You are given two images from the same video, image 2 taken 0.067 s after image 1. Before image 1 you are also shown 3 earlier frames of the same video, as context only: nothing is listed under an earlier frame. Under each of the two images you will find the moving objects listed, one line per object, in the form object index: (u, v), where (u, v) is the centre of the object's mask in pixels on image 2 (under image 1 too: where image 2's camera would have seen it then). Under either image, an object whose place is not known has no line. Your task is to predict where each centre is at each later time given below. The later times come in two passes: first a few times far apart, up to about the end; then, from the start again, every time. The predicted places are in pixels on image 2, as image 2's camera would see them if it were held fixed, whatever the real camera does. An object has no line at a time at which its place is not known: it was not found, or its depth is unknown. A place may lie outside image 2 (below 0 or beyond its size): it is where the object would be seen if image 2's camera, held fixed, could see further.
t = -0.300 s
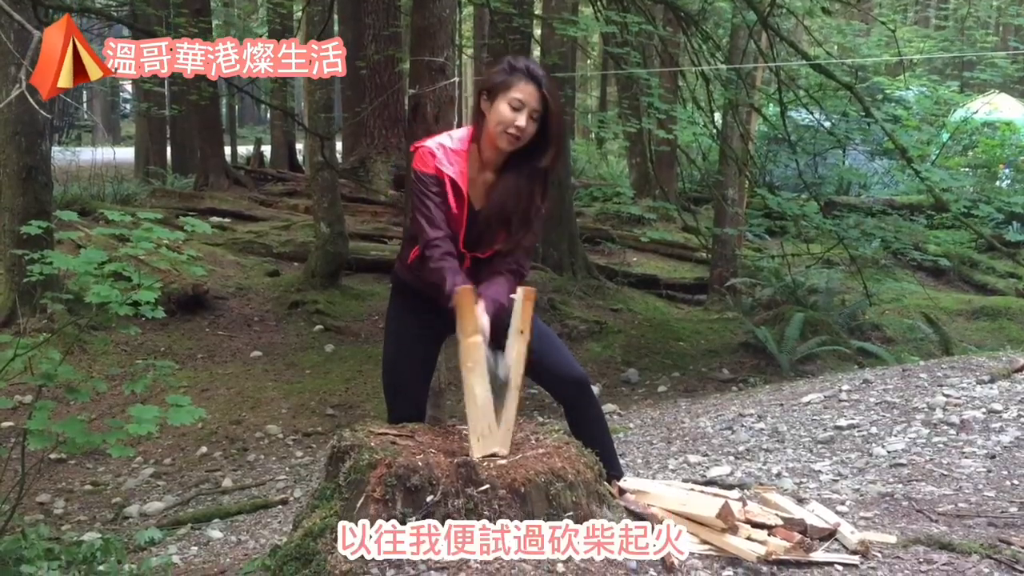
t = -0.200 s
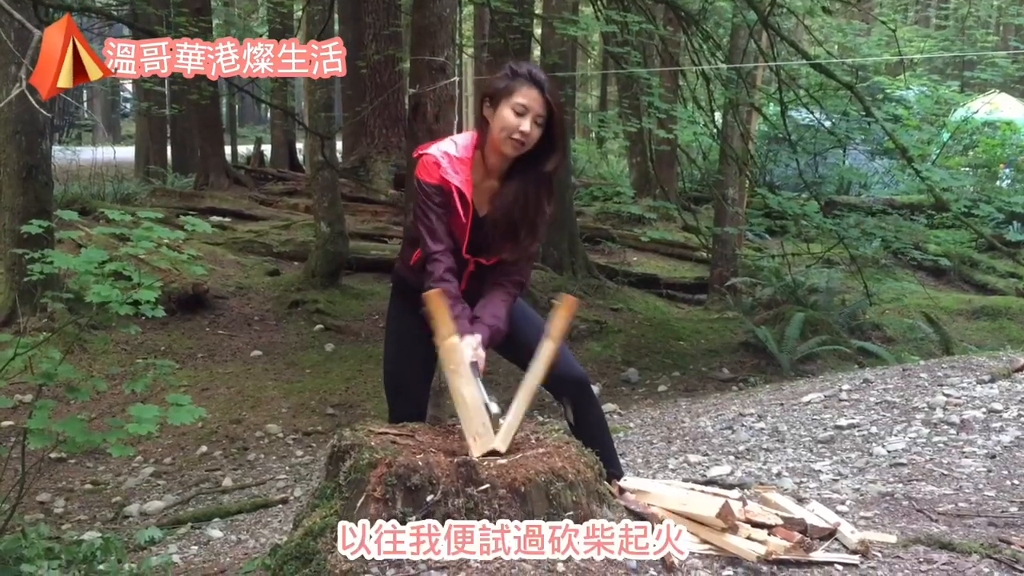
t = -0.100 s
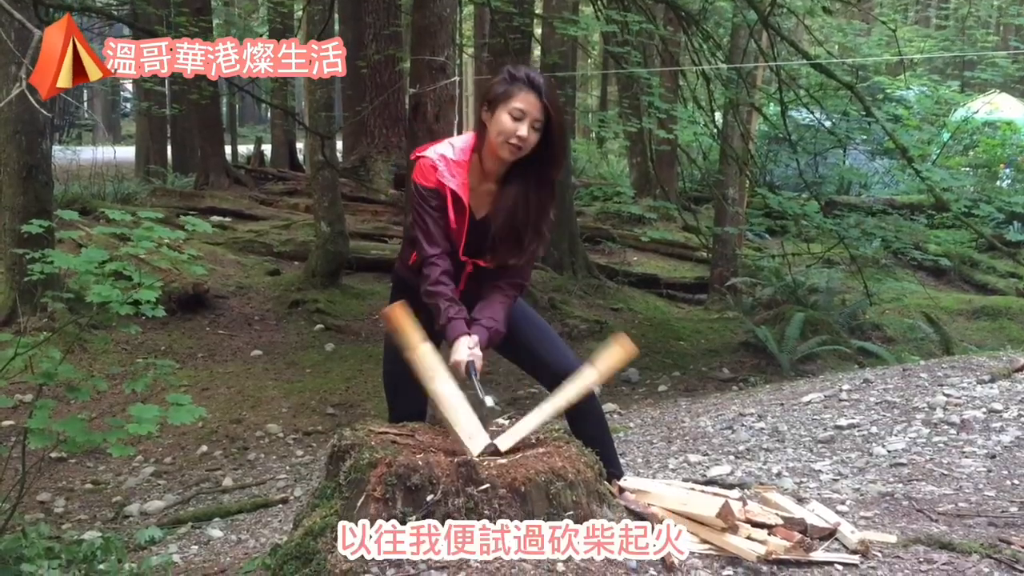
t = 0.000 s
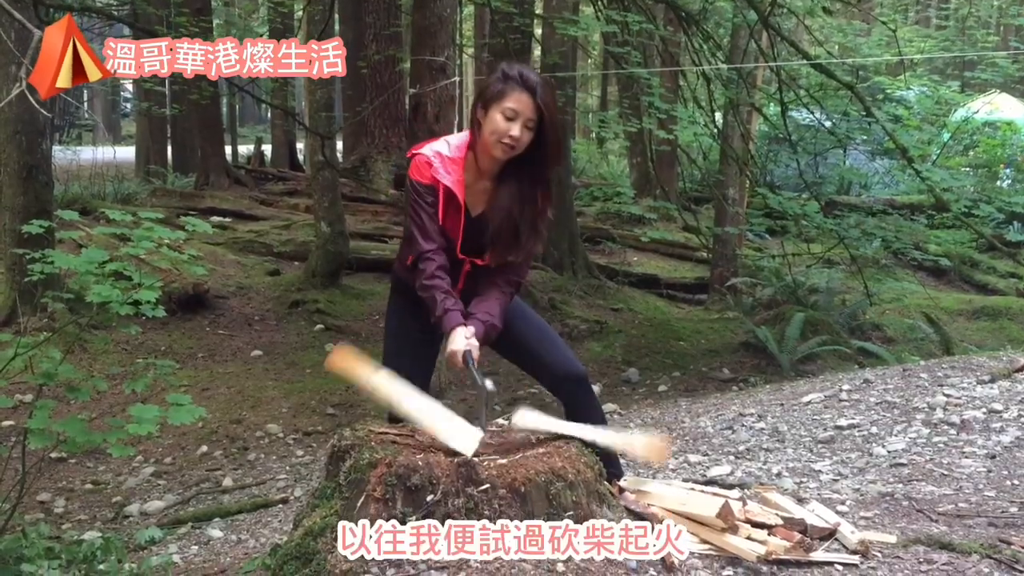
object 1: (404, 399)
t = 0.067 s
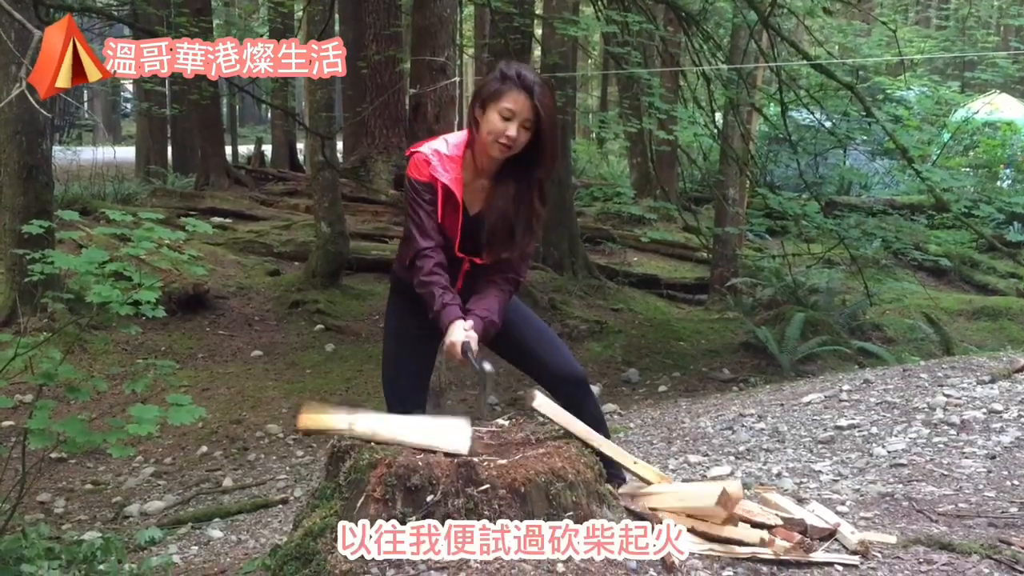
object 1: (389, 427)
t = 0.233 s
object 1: (381, 411)
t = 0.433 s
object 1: (384, 424)
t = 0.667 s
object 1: (389, 426)
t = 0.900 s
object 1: (390, 426)
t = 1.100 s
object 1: (390, 426)
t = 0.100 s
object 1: (392, 420)
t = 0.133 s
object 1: (388, 417)
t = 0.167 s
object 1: (383, 414)
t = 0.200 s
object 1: (382, 411)
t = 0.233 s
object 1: (381, 411)
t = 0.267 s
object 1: (381, 412)
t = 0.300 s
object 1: (381, 416)
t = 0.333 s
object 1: (383, 421)
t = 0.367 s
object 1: (383, 426)
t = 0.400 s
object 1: (383, 425)
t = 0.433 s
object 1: (384, 424)
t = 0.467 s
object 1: (386, 425)
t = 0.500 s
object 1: (389, 426)
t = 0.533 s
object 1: (391, 426)
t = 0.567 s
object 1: (391, 426)
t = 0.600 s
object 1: (391, 426)
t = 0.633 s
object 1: (390, 426)
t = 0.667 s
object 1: (389, 426)
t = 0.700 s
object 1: (390, 426)
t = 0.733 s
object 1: (390, 426)
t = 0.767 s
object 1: (391, 426)
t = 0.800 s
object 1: (390, 426)
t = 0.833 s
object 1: (390, 426)
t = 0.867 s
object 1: (390, 426)
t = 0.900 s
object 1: (390, 426)
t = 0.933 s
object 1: (391, 426)
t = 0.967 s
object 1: (390, 426)
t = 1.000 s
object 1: (390, 426)
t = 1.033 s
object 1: (390, 426)
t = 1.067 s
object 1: (391, 426)
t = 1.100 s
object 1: (390, 426)
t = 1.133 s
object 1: (390, 426)
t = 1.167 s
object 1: (390, 426)
